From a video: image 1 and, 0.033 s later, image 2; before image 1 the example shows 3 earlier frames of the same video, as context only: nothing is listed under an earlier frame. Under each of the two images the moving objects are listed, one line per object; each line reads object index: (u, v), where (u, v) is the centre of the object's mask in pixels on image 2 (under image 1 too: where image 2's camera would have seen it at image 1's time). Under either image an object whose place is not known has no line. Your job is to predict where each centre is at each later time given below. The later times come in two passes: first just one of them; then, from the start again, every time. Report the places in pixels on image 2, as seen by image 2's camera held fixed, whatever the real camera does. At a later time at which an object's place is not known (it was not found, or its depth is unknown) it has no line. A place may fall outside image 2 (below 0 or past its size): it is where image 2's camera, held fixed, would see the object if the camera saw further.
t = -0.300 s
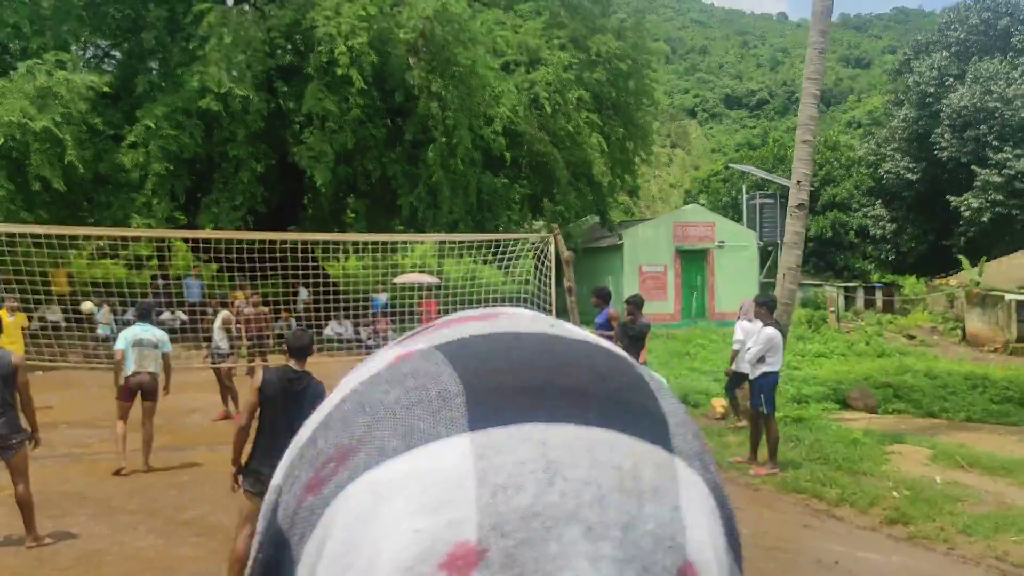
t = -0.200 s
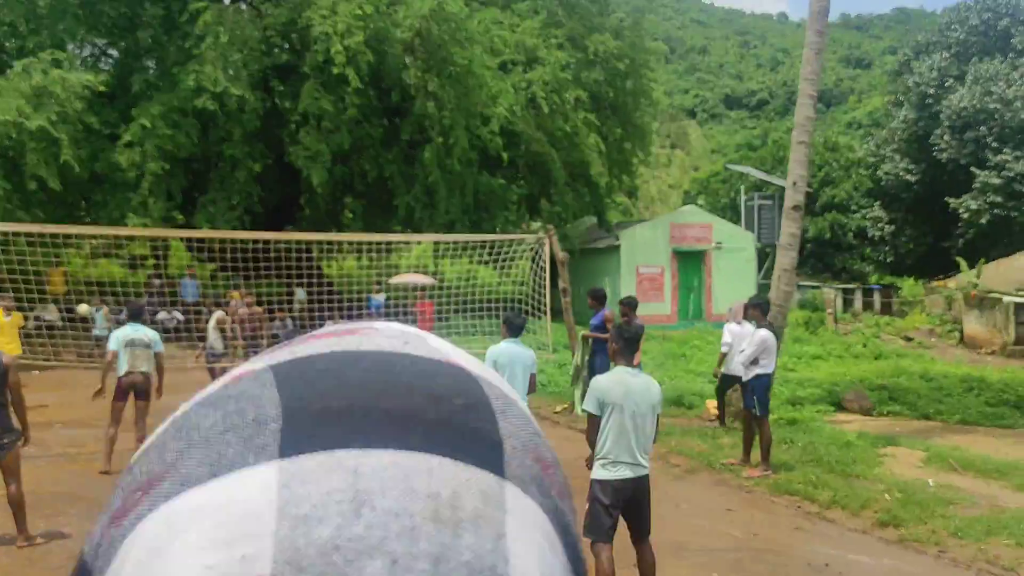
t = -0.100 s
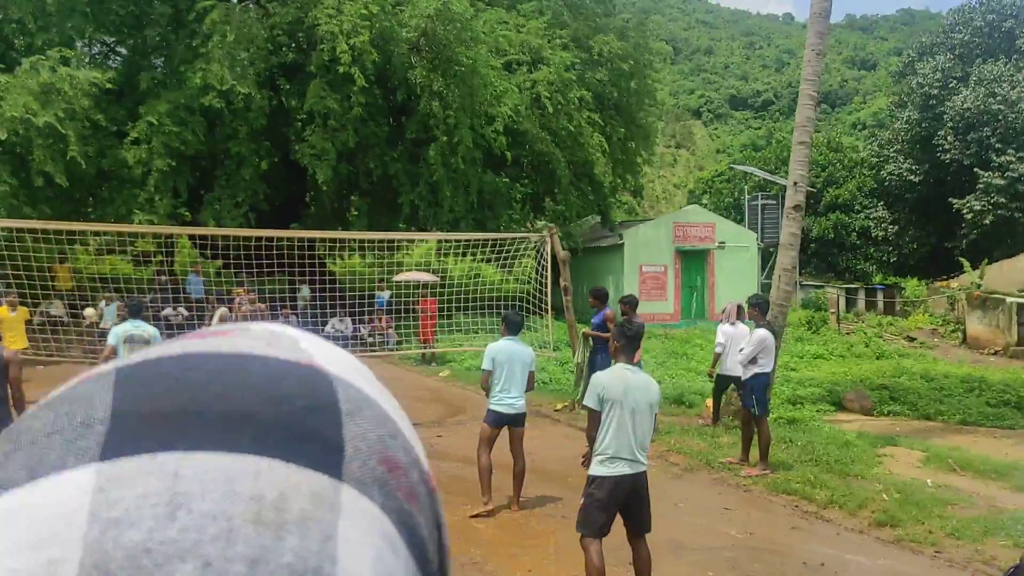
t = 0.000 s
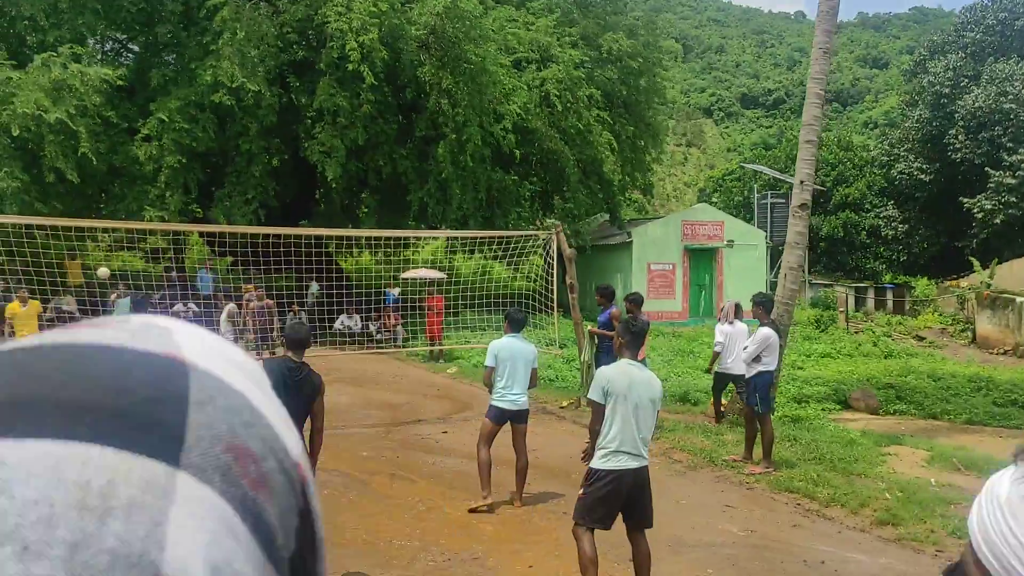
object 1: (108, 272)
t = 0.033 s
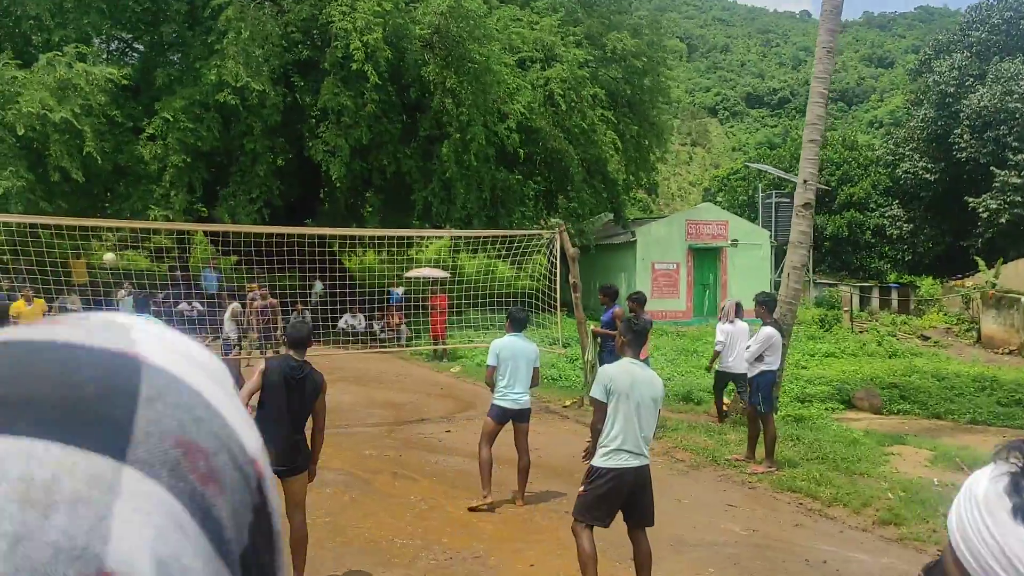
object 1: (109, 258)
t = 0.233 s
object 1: (116, 183)
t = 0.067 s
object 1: (110, 246)
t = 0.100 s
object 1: (111, 233)
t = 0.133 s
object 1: (113, 217)
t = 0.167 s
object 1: (113, 207)
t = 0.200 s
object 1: (115, 195)
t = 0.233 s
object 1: (116, 183)
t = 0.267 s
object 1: (118, 171)
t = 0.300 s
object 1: (119, 160)
